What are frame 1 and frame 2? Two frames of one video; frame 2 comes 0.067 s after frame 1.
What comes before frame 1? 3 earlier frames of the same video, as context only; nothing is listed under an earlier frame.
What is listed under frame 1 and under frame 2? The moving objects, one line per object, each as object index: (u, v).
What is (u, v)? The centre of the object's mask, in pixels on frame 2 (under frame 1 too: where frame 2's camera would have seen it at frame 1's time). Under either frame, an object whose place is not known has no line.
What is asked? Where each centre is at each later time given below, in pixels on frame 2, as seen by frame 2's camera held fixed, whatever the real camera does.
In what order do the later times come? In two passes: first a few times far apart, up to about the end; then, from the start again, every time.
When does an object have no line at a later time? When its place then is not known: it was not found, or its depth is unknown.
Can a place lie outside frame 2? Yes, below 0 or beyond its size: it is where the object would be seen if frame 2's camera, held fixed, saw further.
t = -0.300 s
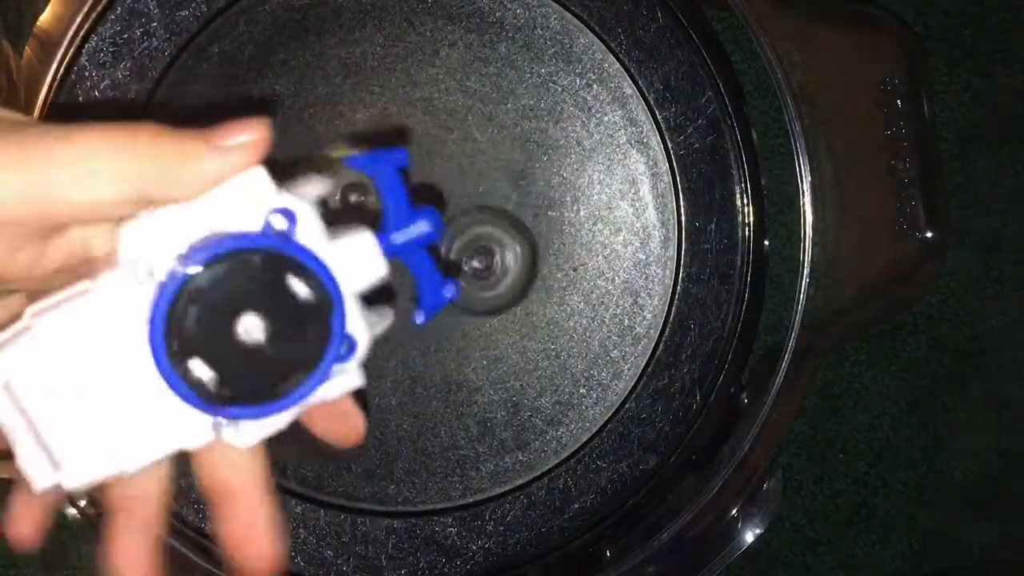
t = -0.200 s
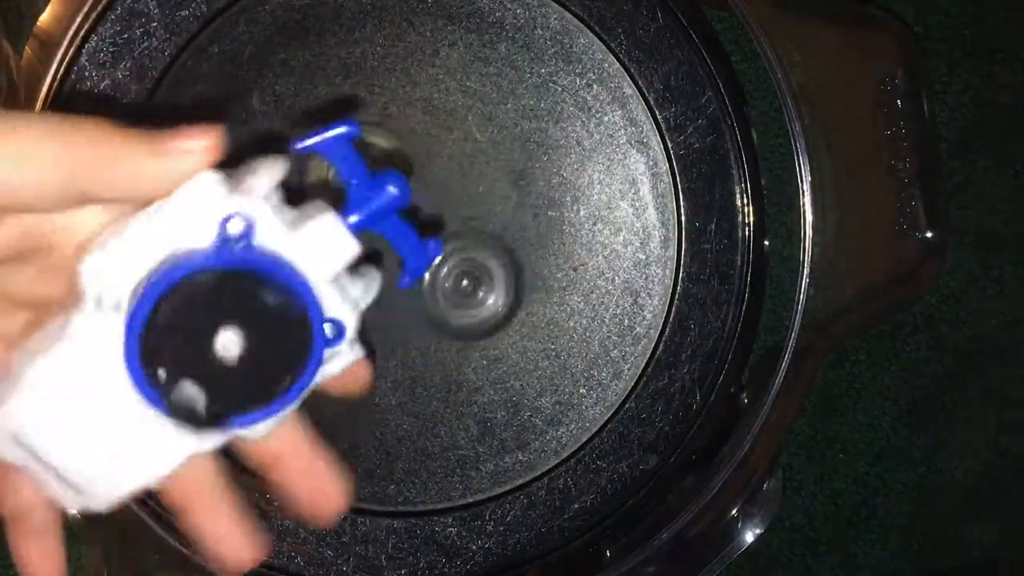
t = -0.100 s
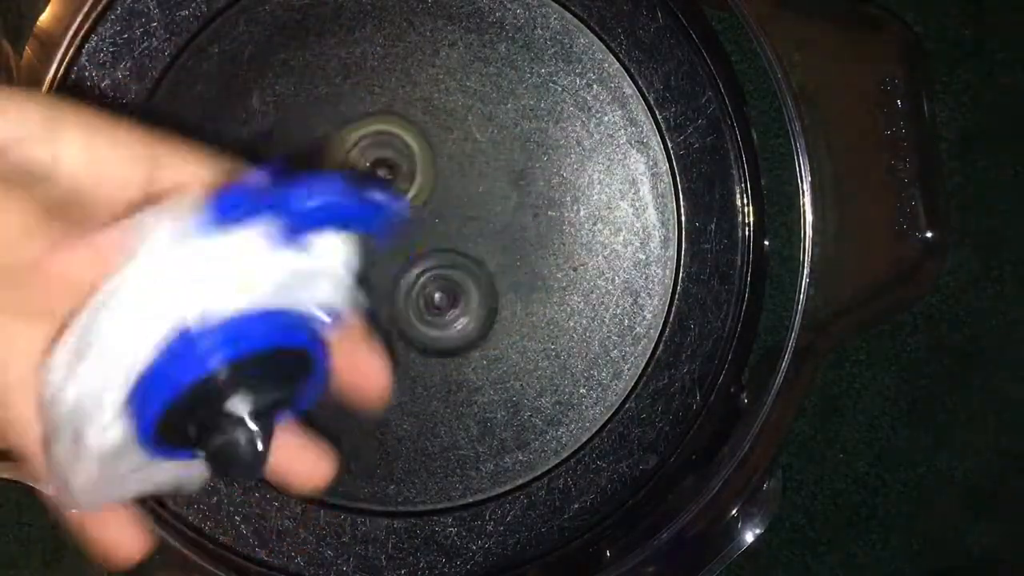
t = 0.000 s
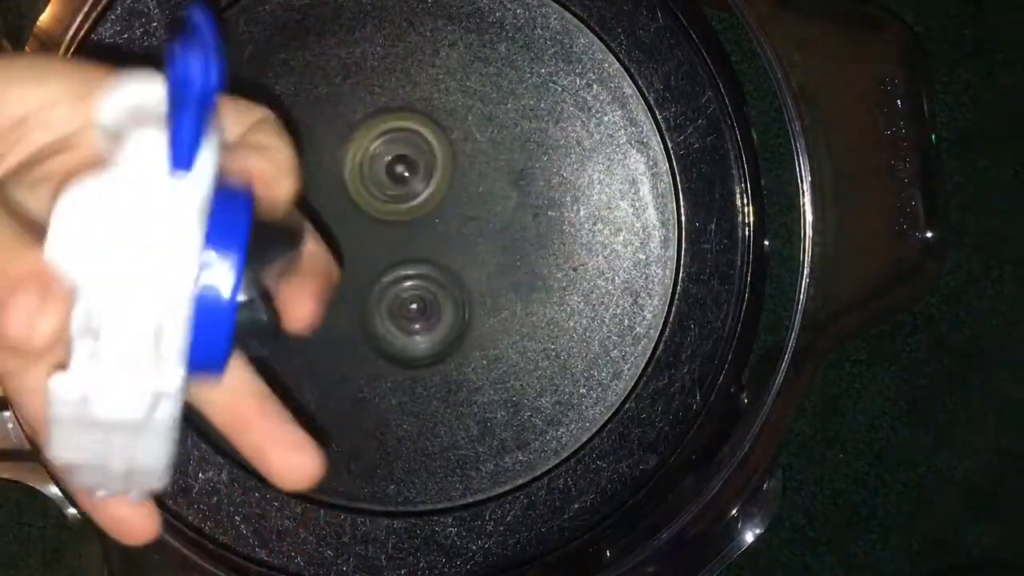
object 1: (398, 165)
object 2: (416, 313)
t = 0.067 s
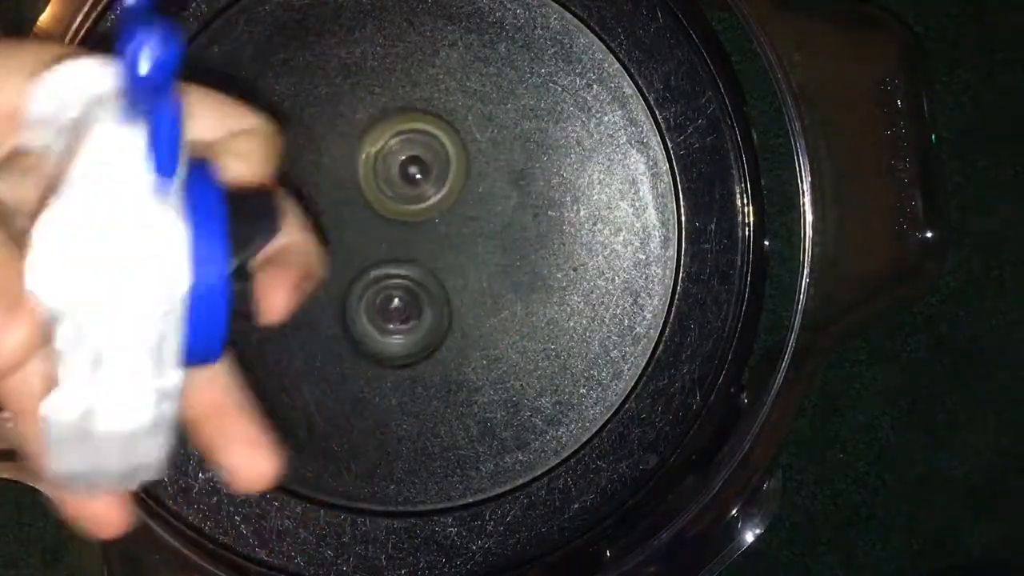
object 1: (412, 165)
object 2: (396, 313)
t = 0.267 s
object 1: (450, 187)
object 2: (354, 293)
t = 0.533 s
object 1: (474, 238)
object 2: (343, 218)
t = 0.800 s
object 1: (456, 283)
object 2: (389, 166)
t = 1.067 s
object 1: (404, 307)
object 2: (459, 185)
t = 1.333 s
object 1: (354, 286)
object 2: (479, 253)
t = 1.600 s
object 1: (338, 230)
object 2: (429, 305)
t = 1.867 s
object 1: (365, 157)
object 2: (368, 309)
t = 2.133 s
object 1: (427, 137)
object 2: (352, 246)
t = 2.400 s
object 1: (504, 173)
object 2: (360, 217)
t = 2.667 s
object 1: (505, 254)
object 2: (390, 239)
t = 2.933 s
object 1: (478, 321)
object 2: (364, 254)
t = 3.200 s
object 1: (405, 340)
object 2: (350, 228)
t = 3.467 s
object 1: (359, 293)
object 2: (403, 172)
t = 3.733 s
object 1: (361, 227)
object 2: (489, 192)
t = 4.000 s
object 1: (402, 191)
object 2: (483, 273)
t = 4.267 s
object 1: (448, 204)
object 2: (410, 315)
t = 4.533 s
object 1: (487, 232)
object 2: (285, 277)
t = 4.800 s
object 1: (434, 282)
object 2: (353, 186)
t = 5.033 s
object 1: (384, 288)
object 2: (422, 175)
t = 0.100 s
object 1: (418, 167)
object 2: (386, 312)
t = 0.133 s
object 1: (425, 170)
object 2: (377, 310)
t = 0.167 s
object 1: (432, 173)
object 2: (371, 309)
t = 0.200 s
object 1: (438, 177)
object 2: (363, 307)
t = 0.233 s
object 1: (444, 182)
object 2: (359, 300)
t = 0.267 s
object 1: (450, 187)
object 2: (354, 293)
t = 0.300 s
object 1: (454, 193)
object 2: (349, 285)
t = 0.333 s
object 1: (457, 197)
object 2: (346, 276)
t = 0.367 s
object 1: (462, 203)
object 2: (344, 268)
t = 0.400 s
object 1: (466, 210)
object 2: (343, 258)
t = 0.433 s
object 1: (469, 216)
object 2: (341, 247)
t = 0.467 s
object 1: (470, 223)
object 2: (340, 236)
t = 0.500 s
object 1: (472, 231)
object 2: (341, 226)
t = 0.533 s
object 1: (474, 238)
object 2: (343, 218)
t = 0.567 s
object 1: (474, 244)
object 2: (347, 209)
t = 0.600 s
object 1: (474, 249)
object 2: (351, 201)
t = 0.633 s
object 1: (473, 255)
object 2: (354, 194)
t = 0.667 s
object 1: (471, 262)
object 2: (359, 186)
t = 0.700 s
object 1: (469, 268)
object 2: (365, 182)
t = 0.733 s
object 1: (466, 273)
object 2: (373, 176)
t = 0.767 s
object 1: (461, 278)
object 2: (381, 171)
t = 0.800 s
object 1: (456, 283)
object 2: (389, 166)
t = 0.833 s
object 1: (450, 288)
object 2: (398, 166)
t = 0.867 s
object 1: (444, 292)
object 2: (407, 165)
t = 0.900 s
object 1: (438, 296)
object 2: (417, 165)
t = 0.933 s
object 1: (431, 300)
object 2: (427, 167)
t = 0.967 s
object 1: (425, 302)
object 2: (434, 170)
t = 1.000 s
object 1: (418, 304)
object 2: (443, 175)
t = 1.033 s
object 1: (411, 306)
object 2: (451, 181)
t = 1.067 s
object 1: (404, 307)
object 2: (459, 185)
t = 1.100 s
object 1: (397, 307)
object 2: (464, 191)
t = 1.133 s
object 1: (390, 306)
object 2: (470, 199)
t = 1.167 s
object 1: (384, 304)
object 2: (475, 209)
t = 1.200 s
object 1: (377, 302)
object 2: (478, 218)
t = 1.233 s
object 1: (371, 299)
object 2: (480, 225)
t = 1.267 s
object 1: (365, 295)
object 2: (481, 234)
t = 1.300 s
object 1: (359, 291)
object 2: (480, 245)
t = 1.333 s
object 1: (354, 286)
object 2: (479, 253)
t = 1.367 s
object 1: (349, 280)
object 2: (477, 260)
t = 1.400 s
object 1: (346, 273)
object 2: (472, 268)
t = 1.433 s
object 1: (342, 266)
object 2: (466, 277)
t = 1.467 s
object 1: (340, 259)
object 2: (460, 284)
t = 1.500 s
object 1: (338, 252)
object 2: (454, 288)
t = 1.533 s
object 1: (337, 245)
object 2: (444, 294)
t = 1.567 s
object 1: (337, 237)
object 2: (436, 300)
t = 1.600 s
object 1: (338, 230)
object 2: (429, 305)
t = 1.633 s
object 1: (339, 222)
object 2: (418, 306)
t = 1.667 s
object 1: (342, 216)
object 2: (409, 309)
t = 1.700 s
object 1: (344, 204)
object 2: (402, 315)
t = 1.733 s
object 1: (346, 192)
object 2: (396, 318)
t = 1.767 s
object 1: (350, 182)
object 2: (388, 318)
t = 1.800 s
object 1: (355, 173)
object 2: (380, 317)
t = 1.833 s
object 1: (359, 164)
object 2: (374, 314)
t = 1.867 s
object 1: (365, 157)
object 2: (368, 309)
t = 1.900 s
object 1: (371, 151)
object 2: (362, 303)
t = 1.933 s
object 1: (378, 146)
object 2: (358, 298)
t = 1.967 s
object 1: (385, 142)
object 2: (356, 291)
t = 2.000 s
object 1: (393, 139)
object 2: (353, 282)
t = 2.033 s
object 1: (401, 137)
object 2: (351, 275)
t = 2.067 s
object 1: (408, 136)
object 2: (351, 265)
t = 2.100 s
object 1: (417, 136)
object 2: (352, 256)
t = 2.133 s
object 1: (427, 137)
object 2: (352, 246)
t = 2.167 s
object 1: (435, 140)
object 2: (356, 237)
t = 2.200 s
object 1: (443, 145)
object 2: (359, 227)
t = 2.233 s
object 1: (455, 146)
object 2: (356, 222)
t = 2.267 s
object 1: (471, 148)
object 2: (352, 223)
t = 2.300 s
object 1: (484, 152)
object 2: (352, 221)
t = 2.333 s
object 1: (492, 158)
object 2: (355, 220)
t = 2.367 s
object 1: (499, 165)
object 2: (357, 218)
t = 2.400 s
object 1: (504, 173)
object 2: (360, 217)
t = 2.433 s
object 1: (508, 182)
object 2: (364, 217)
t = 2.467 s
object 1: (510, 193)
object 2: (368, 218)
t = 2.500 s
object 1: (512, 203)
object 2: (372, 220)
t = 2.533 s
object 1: (512, 213)
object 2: (378, 223)
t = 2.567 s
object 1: (511, 223)
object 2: (382, 226)
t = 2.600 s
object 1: (508, 234)
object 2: (386, 230)
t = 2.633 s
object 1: (506, 244)
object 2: (390, 235)
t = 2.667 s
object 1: (505, 254)
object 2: (390, 239)
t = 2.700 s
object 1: (513, 268)
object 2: (381, 240)
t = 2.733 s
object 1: (516, 280)
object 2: (369, 241)
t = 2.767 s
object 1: (515, 291)
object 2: (372, 243)
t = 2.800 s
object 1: (512, 299)
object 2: (371, 244)
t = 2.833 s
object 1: (505, 306)
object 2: (369, 247)
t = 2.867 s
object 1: (498, 312)
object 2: (367, 250)
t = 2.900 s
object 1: (488, 317)
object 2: (366, 252)
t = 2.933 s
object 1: (478, 321)
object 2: (364, 254)
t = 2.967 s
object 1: (465, 323)
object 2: (363, 255)
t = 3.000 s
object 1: (454, 324)
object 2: (360, 256)
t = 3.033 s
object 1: (443, 327)
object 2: (355, 253)
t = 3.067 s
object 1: (437, 334)
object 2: (351, 245)
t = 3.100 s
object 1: (429, 337)
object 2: (349, 240)
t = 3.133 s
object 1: (419, 337)
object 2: (351, 239)
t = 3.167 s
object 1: (412, 338)
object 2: (351, 234)
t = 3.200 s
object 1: (405, 340)
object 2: (350, 228)
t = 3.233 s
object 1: (397, 338)
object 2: (353, 221)
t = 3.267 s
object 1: (390, 334)
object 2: (355, 216)
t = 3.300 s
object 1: (384, 327)
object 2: (360, 211)
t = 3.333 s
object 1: (377, 325)
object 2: (367, 201)
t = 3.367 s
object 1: (370, 320)
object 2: (375, 191)
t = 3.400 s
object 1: (364, 312)
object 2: (384, 182)
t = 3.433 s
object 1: (361, 303)
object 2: (394, 176)
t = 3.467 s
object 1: (359, 293)
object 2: (403, 172)
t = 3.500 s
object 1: (357, 282)
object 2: (414, 171)
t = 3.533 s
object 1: (358, 271)
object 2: (424, 171)
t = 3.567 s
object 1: (359, 261)
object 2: (434, 174)
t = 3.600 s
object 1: (357, 252)
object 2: (446, 176)
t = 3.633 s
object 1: (355, 248)
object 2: (462, 176)
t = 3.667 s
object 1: (355, 242)
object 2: (475, 181)
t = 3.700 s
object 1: (357, 235)
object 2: (482, 185)
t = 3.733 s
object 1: (361, 227)
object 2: (489, 192)
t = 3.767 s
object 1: (366, 221)
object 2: (492, 199)
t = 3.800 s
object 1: (373, 215)
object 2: (495, 209)
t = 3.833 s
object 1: (380, 209)
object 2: (495, 218)
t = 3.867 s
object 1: (383, 203)
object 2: (498, 230)
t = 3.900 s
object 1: (386, 199)
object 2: (497, 242)
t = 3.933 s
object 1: (390, 195)
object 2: (494, 251)
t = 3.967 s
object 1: (397, 194)
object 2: (487, 263)
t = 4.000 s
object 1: (402, 191)
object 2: (483, 273)
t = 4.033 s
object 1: (404, 182)
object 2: (478, 294)
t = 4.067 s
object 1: (409, 176)
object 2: (471, 308)
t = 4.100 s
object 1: (416, 175)
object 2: (463, 316)
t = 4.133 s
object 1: (422, 177)
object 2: (451, 320)
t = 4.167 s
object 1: (429, 182)
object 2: (443, 322)
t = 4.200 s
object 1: (436, 187)
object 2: (431, 321)
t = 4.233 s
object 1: (443, 195)
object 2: (420, 318)
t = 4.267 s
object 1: (448, 204)
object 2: (410, 315)
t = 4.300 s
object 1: (452, 211)
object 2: (401, 307)
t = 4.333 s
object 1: (464, 207)
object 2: (378, 310)
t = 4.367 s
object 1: (479, 206)
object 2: (353, 314)
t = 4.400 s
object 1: (487, 208)
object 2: (330, 308)
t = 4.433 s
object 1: (491, 213)
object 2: (311, 304)
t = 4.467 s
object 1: (492, 218)
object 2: (298, 297)
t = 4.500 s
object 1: (490, 224)
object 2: (291, 287)
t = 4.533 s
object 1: (487, 232)
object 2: (285, 277)
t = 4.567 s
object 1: (481, 238)
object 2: (284, 264)
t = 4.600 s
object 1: (476, 244)
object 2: (291, 257)
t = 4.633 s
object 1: (469, 249)
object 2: (297, 250)
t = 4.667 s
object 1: (461, 255)
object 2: (308, 237)
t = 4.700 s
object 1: (453, 259)
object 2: (320, 228)
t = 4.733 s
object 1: (444, 263)
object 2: (332, 215)
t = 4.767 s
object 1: (438, 271)
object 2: (345, 206)
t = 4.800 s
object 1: (434, 282)
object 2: (353, 186)
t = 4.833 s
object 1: (426, 289)
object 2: (360, 173)
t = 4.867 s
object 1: (418, 292)
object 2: (371, 160)
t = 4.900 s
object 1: (411, 294)
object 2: (386, 153)
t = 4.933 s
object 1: (405, 294)
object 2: (394, 150)
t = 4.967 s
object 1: (397, 293)
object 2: (406, 156)
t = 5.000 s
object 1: (390, 291)
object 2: (413, 167)
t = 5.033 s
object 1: (384, 288)
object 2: (422, 175)
